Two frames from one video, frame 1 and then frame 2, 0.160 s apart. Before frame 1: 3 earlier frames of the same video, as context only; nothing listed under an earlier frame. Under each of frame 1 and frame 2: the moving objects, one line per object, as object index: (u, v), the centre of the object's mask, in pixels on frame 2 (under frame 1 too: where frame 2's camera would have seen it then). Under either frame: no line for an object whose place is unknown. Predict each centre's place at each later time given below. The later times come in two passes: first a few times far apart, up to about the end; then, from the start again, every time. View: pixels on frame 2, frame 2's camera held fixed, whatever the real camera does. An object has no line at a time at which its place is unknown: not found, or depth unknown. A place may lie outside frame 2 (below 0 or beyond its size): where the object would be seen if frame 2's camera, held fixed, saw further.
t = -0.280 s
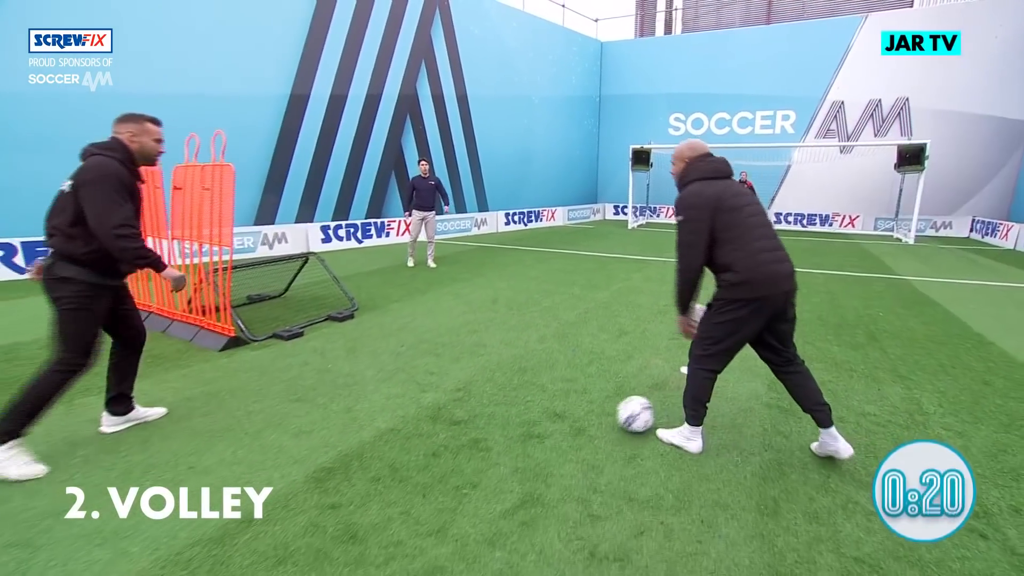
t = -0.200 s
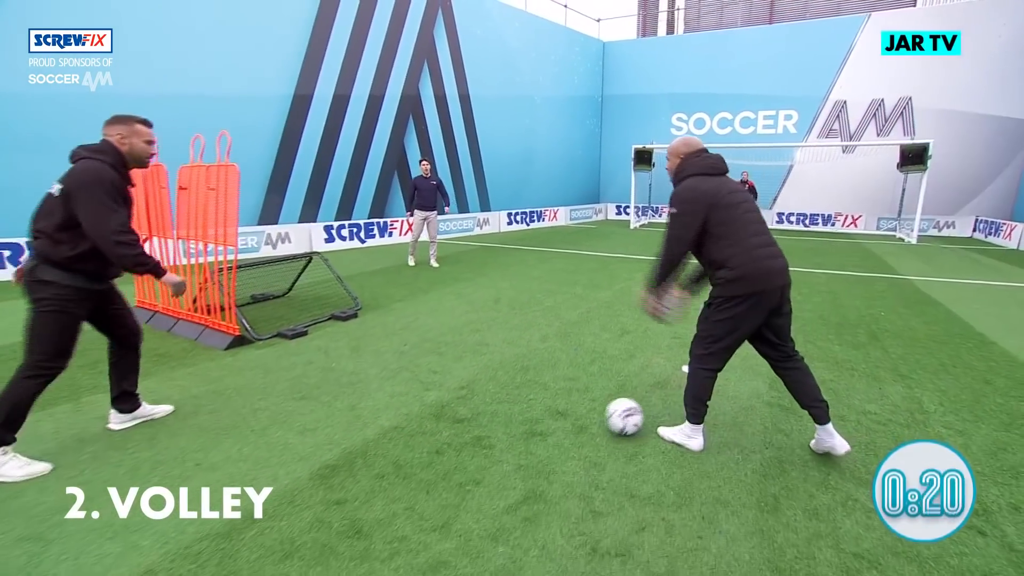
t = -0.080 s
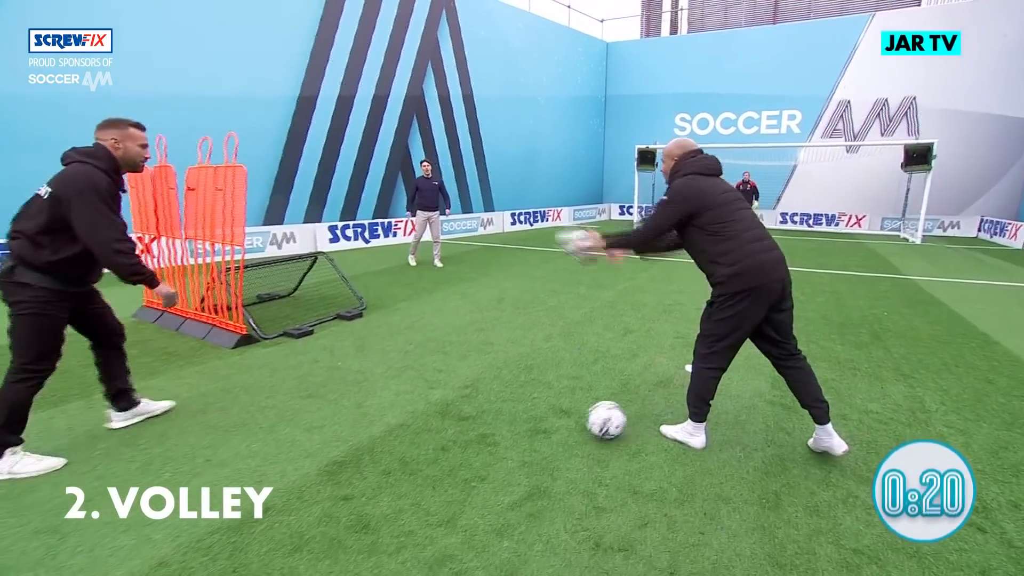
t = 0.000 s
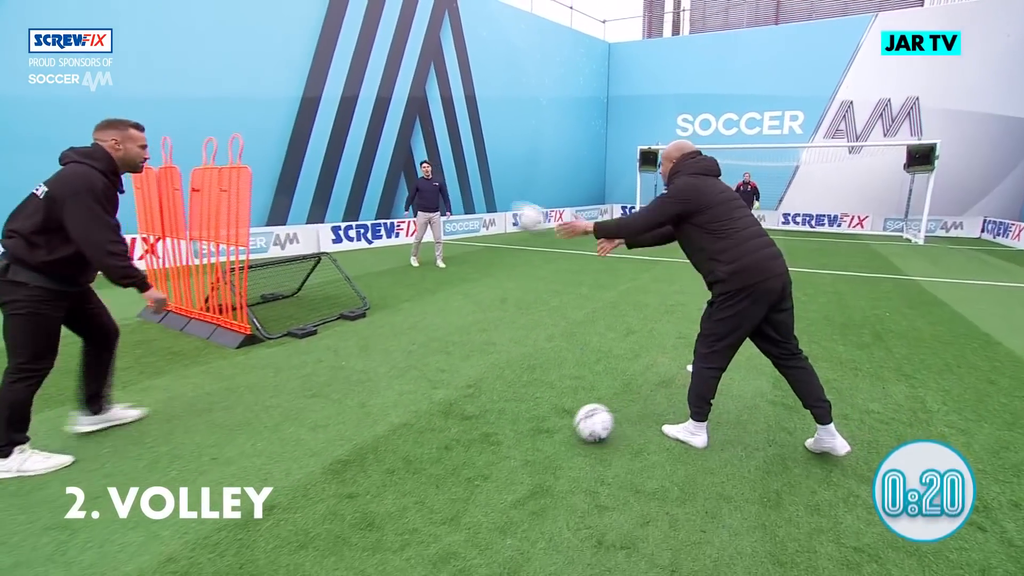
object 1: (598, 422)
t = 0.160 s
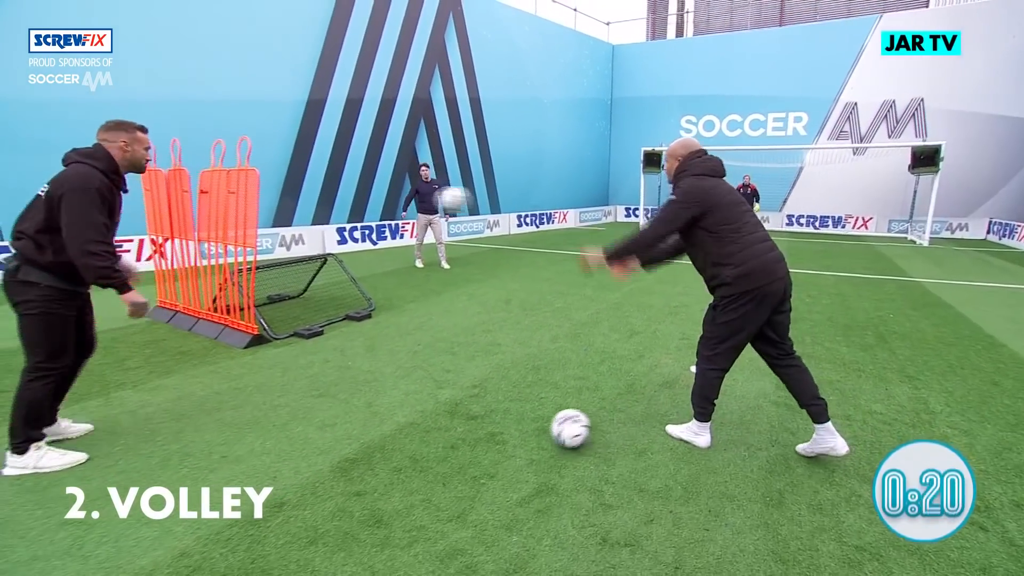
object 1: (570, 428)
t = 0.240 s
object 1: (556, 432)
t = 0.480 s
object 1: (514, 440)
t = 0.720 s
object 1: (470, 447)
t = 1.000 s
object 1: (424, 454)
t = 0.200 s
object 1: (563, 430)
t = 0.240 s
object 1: (556, 432)
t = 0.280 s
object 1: (550, 433)
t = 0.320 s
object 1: (543, 435)
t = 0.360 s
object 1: (536, 436)
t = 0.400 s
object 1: (529, 437)
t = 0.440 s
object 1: (521, 439)
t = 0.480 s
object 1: (514, 440)
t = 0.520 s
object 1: (506, 442)
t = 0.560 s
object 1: (499, 443)
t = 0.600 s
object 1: (491, 444)
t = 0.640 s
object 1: (484, 445)
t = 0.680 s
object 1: (477, 446)
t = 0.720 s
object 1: (470, 447)
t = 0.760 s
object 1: (463, 448)
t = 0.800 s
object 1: (456, 449)
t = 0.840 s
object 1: (450, 450)
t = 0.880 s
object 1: (443, 451)
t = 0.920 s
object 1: (437, 452)
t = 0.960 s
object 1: (430, 454)
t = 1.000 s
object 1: (424, 454)
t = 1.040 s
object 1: (417, 455)
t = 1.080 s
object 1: (410, 455)
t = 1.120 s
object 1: (403, 456)
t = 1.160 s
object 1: (397, 457)
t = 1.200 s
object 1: (391, 458)
